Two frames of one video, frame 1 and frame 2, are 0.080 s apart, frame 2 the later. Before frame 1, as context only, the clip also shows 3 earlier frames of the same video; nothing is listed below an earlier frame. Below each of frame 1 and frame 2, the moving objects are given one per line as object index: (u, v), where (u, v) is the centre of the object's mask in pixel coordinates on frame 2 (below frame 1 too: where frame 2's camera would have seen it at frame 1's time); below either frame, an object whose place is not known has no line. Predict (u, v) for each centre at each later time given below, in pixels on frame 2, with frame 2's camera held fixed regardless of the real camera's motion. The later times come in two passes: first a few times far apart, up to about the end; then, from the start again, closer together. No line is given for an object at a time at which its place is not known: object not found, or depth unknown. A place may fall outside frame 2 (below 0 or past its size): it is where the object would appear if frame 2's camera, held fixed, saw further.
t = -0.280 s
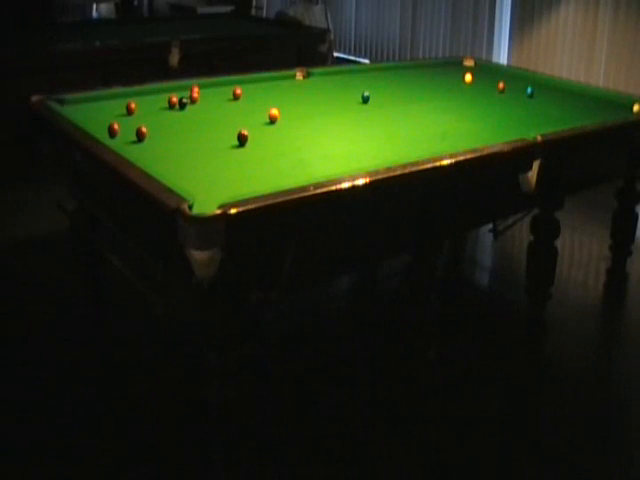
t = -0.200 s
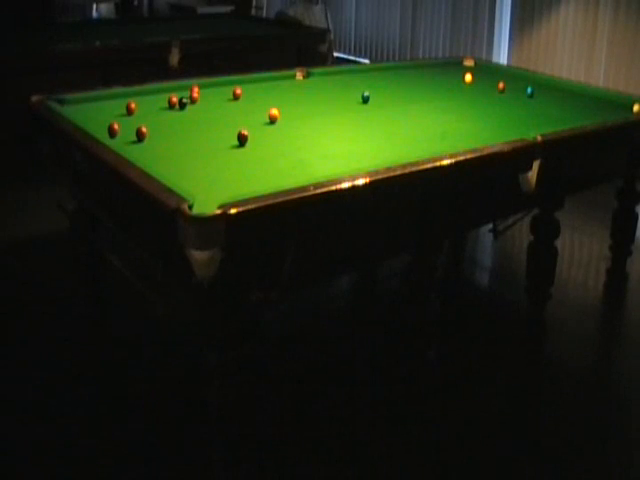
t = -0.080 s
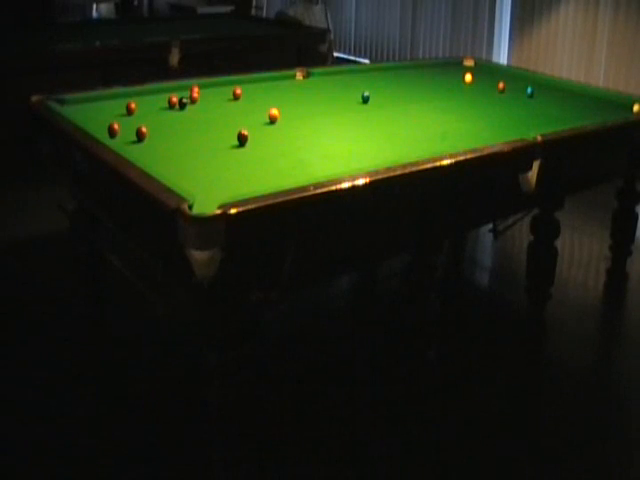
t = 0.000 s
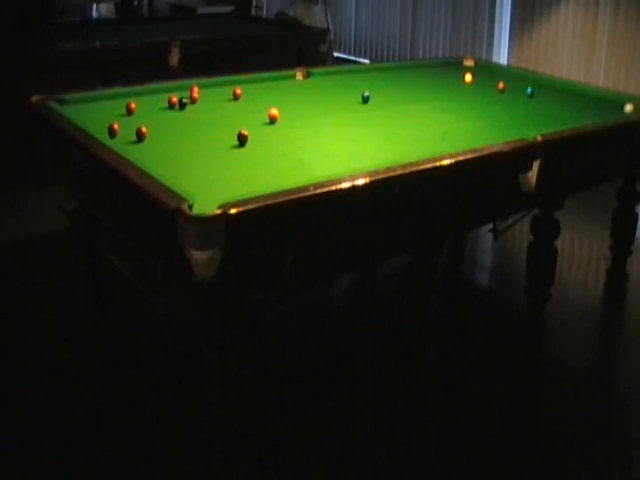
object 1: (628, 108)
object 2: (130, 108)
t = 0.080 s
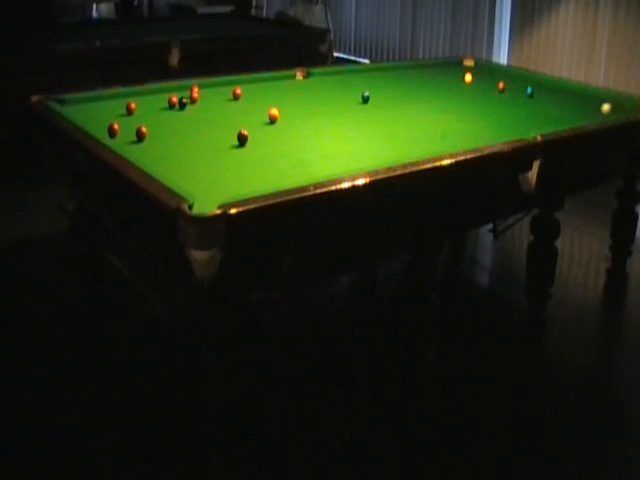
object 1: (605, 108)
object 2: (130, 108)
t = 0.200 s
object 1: (570, 107)
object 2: (130, 108)
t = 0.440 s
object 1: (495, 105)
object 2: (131, 108)
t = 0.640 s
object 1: (428, 105)
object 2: (131, 108)
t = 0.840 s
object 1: (354, 104)
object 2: (131, 108)
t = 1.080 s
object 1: (262, 105)
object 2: (131, 108)
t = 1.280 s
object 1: (182, 107)
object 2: (131, 107)
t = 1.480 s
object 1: (129, 112)
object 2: (103, 106)
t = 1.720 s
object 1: (90, 119)
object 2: (54, 100)
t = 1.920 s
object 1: (111, 118)
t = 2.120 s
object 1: (138, 116)
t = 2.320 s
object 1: (163, 114)
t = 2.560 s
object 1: (191, 111)
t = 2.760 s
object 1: (213, 109)
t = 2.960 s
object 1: (233, 107)
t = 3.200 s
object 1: (255, 105)
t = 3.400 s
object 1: (274, 102)
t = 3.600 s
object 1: (290, 103)
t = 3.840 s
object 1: (308, 102)
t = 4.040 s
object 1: (322, 101)
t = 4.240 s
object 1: (335, 100)
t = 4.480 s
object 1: (350, 99)
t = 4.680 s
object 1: (362, 98)
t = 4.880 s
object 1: (372, 98)
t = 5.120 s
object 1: (382, 99)
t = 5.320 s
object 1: (390, 99)
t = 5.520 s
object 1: (398, 100)
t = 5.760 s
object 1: (406, 100)
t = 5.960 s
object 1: (412, 100)
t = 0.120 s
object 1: (594, 107)
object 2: (130, 108)
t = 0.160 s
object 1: (582, 107)
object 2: (130, 108)
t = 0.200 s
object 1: (570, 107)
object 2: (130, 108)
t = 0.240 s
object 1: (559, 106)
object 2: (130, 108)
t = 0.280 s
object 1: (546, 106)
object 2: (130, 108)
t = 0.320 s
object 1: (534, 106)
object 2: (130, 108)
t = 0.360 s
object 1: (521, 106)
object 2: (130, 108)
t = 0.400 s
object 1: (508, 106)
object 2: (131, 108)
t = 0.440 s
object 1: (495, 105)
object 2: (131, 108)
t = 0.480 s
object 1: (483, 105)
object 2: (131, 108)
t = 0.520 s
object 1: (469, 105)
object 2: (131, 107)
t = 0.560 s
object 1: (455, 105)
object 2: (131, 107)
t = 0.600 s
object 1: (442, 105)
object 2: (131, 108)
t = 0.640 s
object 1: (428, 105)
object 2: (131, 108)
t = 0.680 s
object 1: (413, 105)
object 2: (131, 108)
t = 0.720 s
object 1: (399, 104)
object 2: (131, 108)
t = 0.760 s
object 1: (384, 104)
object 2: (131, 108)
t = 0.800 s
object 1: (370, 105)
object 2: (131, 108)
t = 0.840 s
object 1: (354, 104)
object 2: (131, 108)
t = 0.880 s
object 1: (340, 105)
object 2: (131, 108)
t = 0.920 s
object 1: (324, 105)
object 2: (131, 108)
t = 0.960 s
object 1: (309, 105)
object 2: (131, 108)
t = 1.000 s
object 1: (294, 105)
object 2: (131, 108)
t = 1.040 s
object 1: (279, 104)
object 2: (131, 108)
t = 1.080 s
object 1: (262, 105)
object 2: (131, 108)
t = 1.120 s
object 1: (247, 106)
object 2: (131, 108)
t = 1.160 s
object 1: (230, 107)
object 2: (131, 108)
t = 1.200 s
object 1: (214, 106)
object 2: (131, 108)
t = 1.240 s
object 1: (199, 107)
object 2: (131, 108)
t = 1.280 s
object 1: (182, 107)
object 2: (131, 107)
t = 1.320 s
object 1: (165, 108)
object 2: (131, 108)
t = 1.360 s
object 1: (150, 107)
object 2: (130, 108)
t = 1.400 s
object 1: (138, 109)
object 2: (126, 107)
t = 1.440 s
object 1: (134, 110)
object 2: (114, 106)
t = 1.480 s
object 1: (129, 112)
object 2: (103, 106)
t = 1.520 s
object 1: (124, 113)
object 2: (94, 105)
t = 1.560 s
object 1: (117, 114)
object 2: (84, 104)
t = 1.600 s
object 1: (110, 116)
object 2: (76, 103)
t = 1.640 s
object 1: (103, 117)
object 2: (68, 103)
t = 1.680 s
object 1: (97, 119)
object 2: (60, 100)
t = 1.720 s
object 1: (90, 119)
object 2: (54, 100)
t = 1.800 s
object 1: (95, 119)
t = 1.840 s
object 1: (100, 119)
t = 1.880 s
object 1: (106, 118)
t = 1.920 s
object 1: (111, 118)
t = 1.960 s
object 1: (117, 117)
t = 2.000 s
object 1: (122, 117)
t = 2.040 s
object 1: (127, 117)
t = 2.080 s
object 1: (132, 116)
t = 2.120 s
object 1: (138, 116)
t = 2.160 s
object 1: (143, 115)
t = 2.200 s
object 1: (148, 115)
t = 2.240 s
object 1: (153, 114)
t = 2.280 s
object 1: (158, 114)
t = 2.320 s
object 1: (163, 114)
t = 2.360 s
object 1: (168, 113)
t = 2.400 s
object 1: (173, 112)
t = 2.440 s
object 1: (177, 112)
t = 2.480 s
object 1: (182, 111)
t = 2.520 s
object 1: (186, 112)
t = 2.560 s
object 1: (191, 111)
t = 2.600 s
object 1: (195, 111)
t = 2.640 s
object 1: (200, 110)
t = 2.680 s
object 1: (204, 110)
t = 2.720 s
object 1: (208, 109)
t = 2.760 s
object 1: (213, 109)
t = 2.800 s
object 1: (217, 108)
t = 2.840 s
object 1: (221, 108)
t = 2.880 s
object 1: (225, 108)
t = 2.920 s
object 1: (229, 108)
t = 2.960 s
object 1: (233, 107)
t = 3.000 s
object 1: (237, 107)
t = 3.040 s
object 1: (241, 107)
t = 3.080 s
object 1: (244, 106)
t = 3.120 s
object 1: (248, 106)
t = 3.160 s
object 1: (252, 106)
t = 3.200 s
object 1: (255, 105)
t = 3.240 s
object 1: (259, 105)
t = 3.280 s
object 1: (263, 105)
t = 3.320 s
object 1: (266, 104)
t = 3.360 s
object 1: (270, 103)
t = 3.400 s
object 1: (274, 102)
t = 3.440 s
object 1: (277, 102)
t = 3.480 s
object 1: (280, 103)
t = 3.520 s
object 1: (283, 103)
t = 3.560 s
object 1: (286, 103)
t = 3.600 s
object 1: (290, 103)
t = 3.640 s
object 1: (293, 103)
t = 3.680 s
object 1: (296, 102)
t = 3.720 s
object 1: (299, 102)
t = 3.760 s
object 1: (302, 102)
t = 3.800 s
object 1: (305, 102)
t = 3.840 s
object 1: (308, 102)
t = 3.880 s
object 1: (311, 101)
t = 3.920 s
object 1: (314, 101)
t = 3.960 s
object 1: (317, 101)
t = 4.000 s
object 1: (320, 101)
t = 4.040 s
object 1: (322, 101)
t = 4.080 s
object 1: (325, 101)
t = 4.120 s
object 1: (328, 101)
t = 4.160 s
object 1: (331, 100)
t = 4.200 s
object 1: (333, 100)
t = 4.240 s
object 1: (335, 100)
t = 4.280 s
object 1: (338, 100)
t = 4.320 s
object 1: (341, 100)
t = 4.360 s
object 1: (343, 100)
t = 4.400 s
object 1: (345, 99)
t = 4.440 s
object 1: (348, 99)
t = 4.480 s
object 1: (350, 99)
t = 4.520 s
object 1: (353, 98)
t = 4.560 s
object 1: (355, 98)
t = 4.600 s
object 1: (357, 98)
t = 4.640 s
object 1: (360, 98)
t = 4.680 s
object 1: (362, 98)
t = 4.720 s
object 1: (364, 98)
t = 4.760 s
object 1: (366, 98)
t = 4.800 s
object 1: (368, 98)
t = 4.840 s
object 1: (370, 98)
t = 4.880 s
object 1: (372, 98)
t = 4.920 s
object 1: (374, 98)
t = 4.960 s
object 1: (375, 98)
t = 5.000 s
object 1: (377, 98)
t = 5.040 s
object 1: (379, 98)
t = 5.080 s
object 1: (381, 99)
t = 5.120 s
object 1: (382, 99)
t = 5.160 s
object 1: (384, 99)
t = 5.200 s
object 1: (386, 99)
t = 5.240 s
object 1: (387, 99)
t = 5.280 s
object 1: (389, 99)
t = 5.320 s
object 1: (390, 99)
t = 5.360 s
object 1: (392, 100)
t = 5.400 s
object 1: (393, 100)
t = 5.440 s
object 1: (395, 100)
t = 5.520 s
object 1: (398, 100)
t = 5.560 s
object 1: (399, 100)
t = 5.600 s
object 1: (401, 100)
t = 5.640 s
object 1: (402, 100)
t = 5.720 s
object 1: (405, 100)
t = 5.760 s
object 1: (406, 100)
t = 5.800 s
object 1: (407, 100)
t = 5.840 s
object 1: (408, 100)
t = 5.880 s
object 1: (410, 100)
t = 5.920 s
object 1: (411, 100)
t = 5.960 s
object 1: (412, 100)
